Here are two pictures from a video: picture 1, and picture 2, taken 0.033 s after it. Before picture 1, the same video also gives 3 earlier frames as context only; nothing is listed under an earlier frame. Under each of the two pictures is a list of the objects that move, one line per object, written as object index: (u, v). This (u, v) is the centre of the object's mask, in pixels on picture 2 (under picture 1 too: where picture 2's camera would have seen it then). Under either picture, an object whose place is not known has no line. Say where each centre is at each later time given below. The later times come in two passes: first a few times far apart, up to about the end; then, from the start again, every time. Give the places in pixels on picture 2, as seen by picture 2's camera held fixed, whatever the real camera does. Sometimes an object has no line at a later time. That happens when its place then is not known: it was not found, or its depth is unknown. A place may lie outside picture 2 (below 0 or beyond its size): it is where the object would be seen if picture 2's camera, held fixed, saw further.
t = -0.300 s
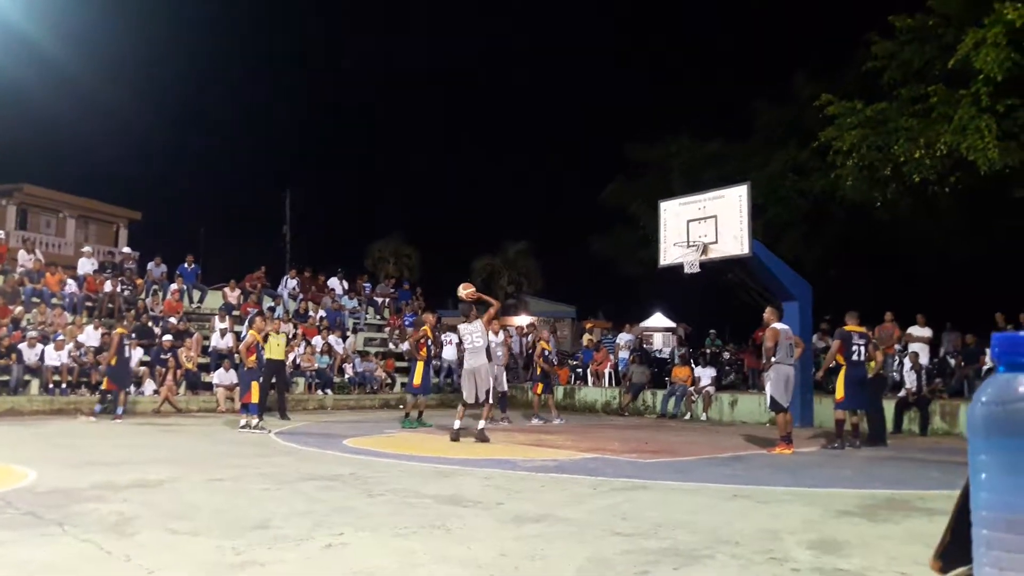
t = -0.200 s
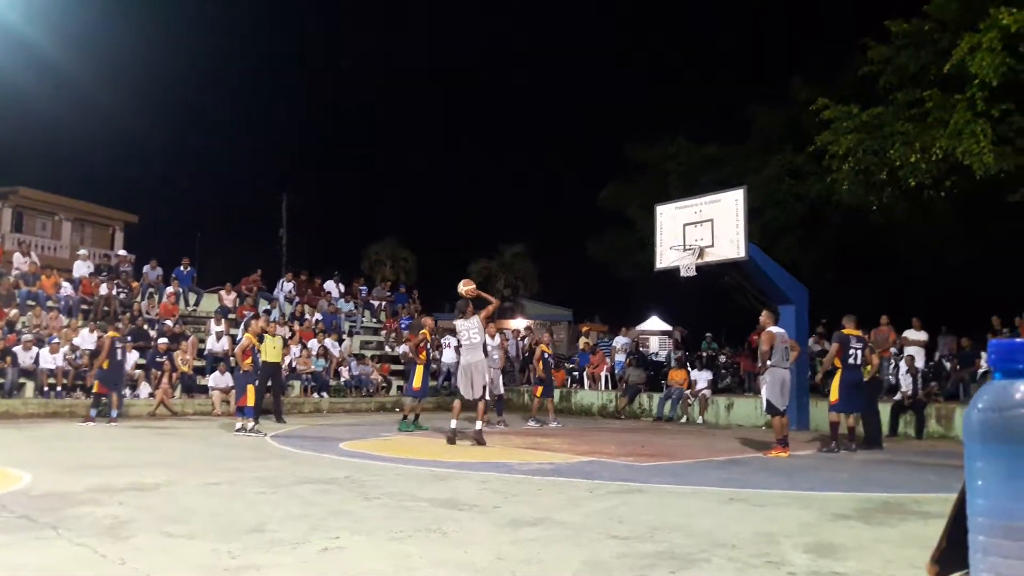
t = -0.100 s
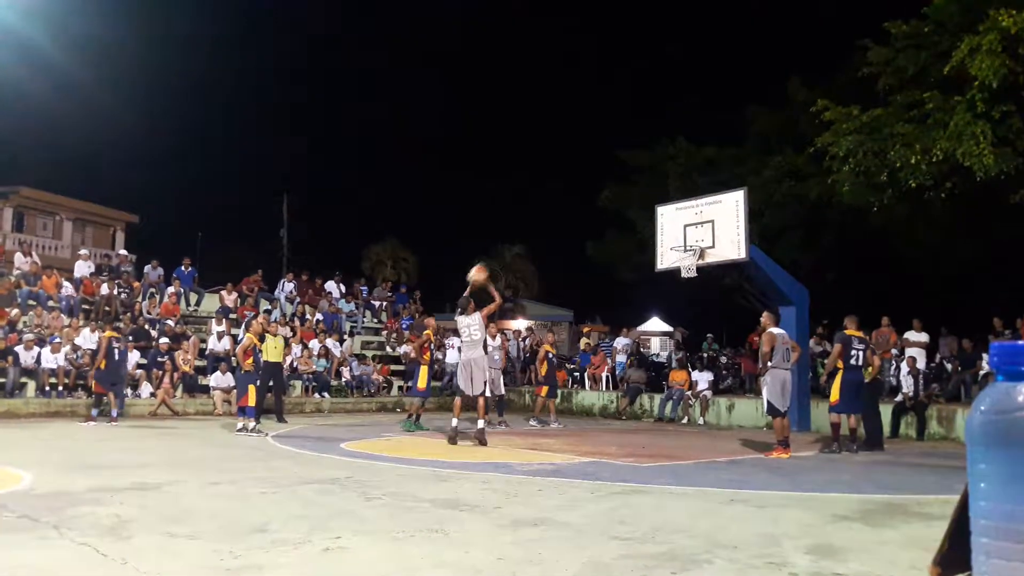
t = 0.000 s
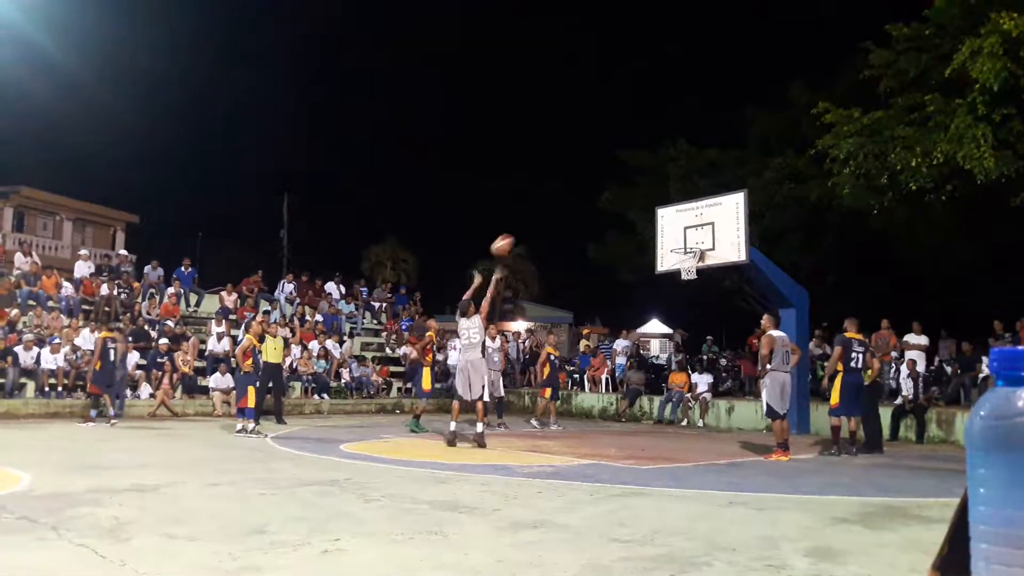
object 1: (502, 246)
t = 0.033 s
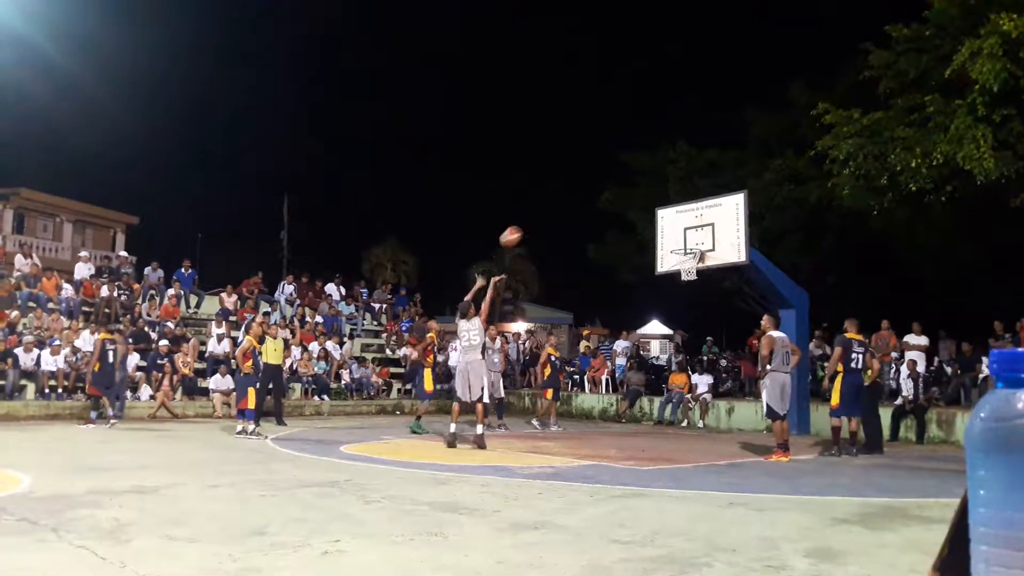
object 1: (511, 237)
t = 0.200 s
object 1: (552, 203)
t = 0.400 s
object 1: (595, 192)
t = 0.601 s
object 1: (633, 203)
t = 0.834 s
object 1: (673, 244)
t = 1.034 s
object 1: (699, 237)
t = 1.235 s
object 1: (705, 218)
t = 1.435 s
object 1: (709, 224)
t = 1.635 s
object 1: (712, 255)
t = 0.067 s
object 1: (520, 228)
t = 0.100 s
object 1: (528, 220)
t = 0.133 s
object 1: (536, 214)
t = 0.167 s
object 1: (544, 208)
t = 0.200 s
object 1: (552, 203)
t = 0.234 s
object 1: (559, 199)
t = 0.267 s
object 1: (567, 197)
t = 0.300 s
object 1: (574, 194)
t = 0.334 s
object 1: (580, 192)
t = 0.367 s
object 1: (587, 191)
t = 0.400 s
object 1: (595, 192)
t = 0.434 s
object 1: (602, 192)
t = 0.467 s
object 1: (609, 193)
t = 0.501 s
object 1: (614, 195)
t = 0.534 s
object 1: (621, 197)
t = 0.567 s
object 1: (627, 199)
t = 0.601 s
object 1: (633, 203)
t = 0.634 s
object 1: (638, 208)
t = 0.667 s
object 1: (644, 213)
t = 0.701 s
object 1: (650, 217)
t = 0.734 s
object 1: (656, 224)
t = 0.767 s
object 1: (662, 231)
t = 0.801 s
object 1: (667, 238)
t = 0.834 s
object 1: (673, 244)
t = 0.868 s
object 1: (678, 245)
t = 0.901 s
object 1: (683, 245)
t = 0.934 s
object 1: (690, 246)
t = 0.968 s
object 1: (693, 244)
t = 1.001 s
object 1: (695, 240)
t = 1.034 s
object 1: (699, 237)
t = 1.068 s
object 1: (702, 232)
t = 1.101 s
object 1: (702, 226)
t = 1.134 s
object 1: (703, 224)
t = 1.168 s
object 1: (703, 221)
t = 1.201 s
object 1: (704, 219)
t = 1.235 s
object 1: (705, 218)
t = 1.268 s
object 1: (706, 218)
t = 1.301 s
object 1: (706, 218)
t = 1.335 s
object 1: (707, 219)
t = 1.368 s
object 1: (708, 220)
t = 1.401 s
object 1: (708, 221)
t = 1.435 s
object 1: (709, 224)
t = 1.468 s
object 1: (709, 228)
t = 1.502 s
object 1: (710, 232)
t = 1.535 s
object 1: (711, 236)
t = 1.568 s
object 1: (712, 243)
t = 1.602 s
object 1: (713, 249)
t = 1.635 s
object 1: (712, 255)
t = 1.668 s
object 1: (713, 263)
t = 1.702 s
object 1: (714, 272)
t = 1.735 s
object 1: (715, 281)
